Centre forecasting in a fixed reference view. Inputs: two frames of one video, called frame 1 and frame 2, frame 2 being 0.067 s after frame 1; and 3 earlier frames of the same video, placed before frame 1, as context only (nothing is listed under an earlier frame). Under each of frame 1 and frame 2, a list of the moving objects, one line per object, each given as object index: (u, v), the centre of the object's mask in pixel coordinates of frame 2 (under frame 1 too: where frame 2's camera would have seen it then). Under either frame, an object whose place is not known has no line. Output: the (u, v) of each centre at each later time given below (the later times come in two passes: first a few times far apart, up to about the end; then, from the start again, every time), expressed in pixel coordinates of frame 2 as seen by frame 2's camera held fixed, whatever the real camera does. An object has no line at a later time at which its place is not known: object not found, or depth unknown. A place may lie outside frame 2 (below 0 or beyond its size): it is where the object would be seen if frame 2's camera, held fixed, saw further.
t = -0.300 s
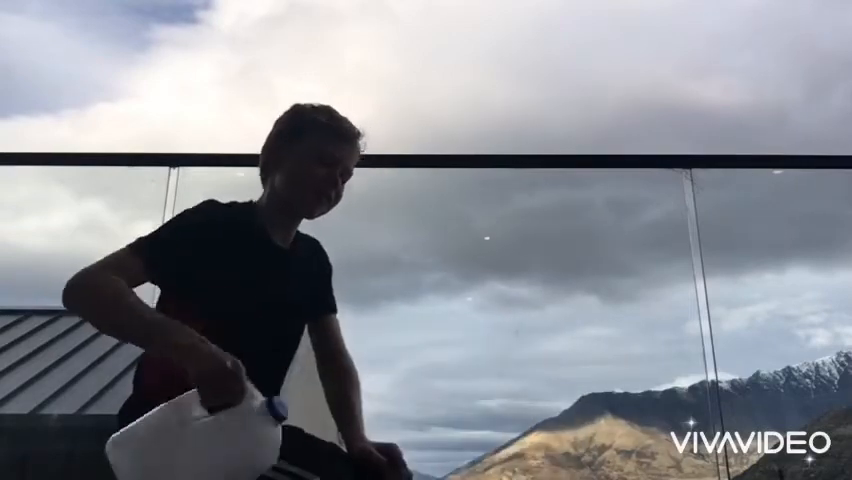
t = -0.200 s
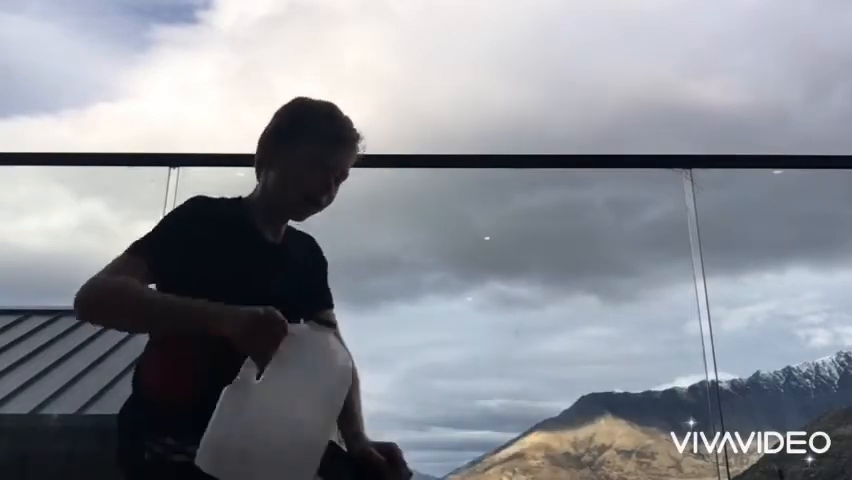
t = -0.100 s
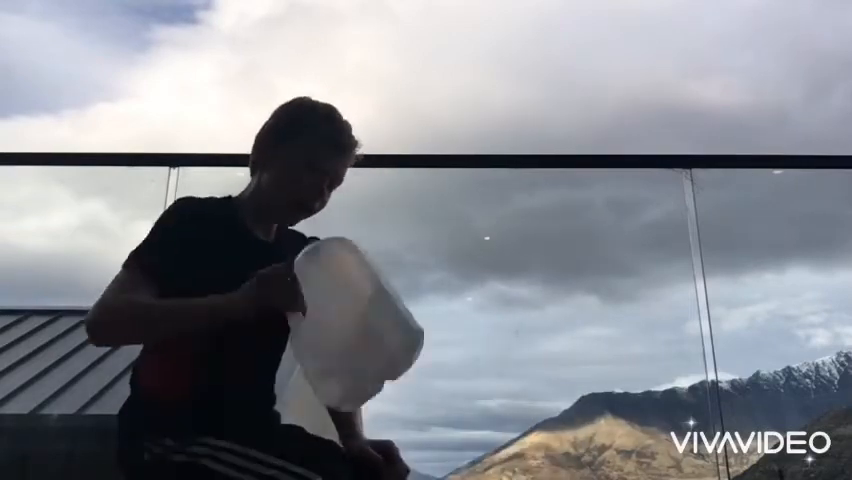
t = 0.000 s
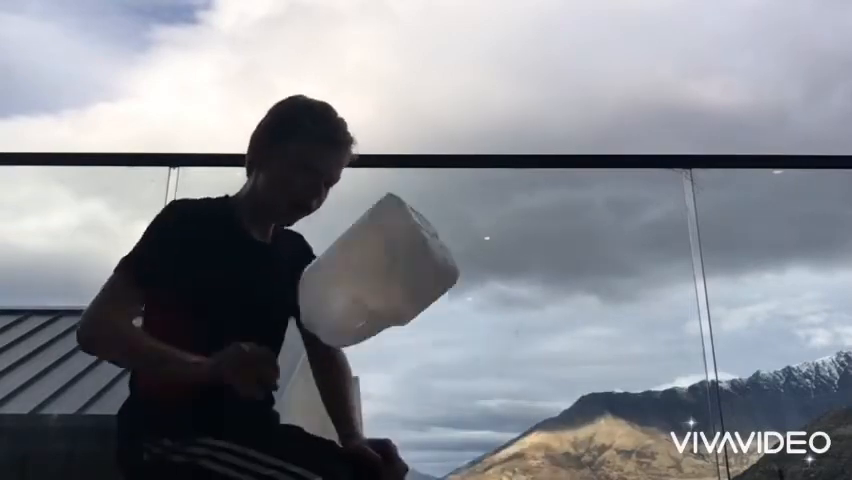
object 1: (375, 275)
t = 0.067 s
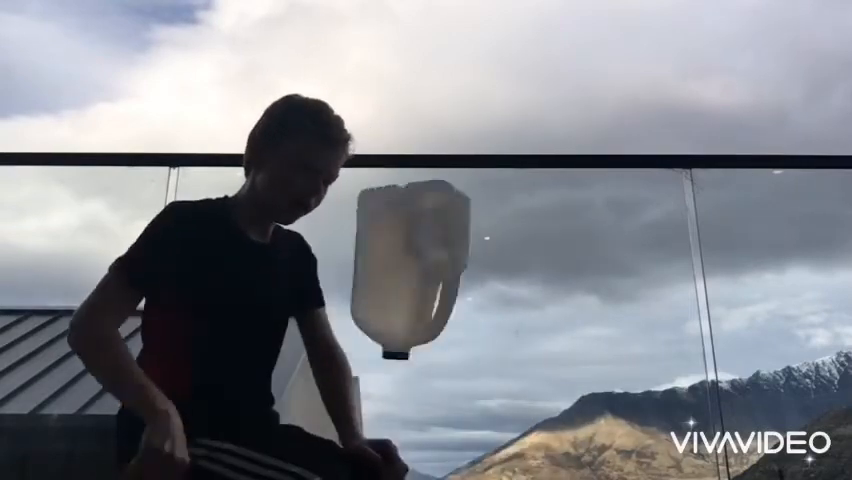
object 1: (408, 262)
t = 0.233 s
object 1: (469, 297)
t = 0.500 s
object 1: (527, 437)
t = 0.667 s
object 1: (542, 450)
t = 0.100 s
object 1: (424, 256)
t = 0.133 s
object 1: (437, 257)
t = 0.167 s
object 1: (449, 263)
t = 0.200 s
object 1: (460, 276)
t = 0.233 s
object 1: (469, 297)
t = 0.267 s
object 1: (477, 327)
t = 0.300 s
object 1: (485, 365)
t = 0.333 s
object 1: (492, 408)
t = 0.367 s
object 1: (505, 428)
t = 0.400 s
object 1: (507, 430)
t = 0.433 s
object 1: (515, 432)
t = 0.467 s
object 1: (523, 434)
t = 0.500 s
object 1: (527, 437)
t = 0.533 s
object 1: (529, 438)
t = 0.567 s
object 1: (530, 440)
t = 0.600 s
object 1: (532, 443)
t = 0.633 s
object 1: (535, 446)
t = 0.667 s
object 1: (542, 450)
